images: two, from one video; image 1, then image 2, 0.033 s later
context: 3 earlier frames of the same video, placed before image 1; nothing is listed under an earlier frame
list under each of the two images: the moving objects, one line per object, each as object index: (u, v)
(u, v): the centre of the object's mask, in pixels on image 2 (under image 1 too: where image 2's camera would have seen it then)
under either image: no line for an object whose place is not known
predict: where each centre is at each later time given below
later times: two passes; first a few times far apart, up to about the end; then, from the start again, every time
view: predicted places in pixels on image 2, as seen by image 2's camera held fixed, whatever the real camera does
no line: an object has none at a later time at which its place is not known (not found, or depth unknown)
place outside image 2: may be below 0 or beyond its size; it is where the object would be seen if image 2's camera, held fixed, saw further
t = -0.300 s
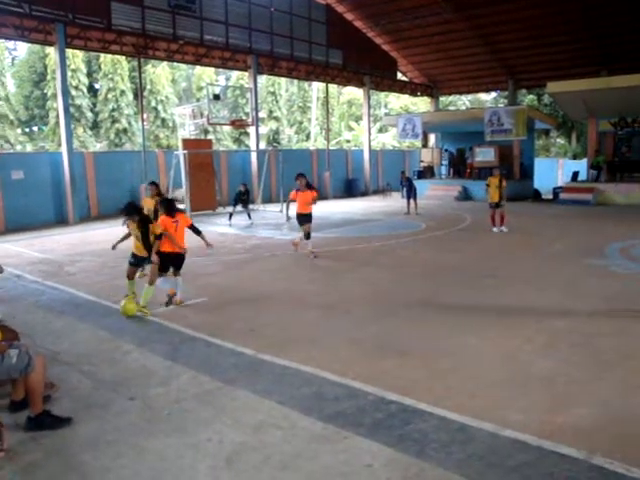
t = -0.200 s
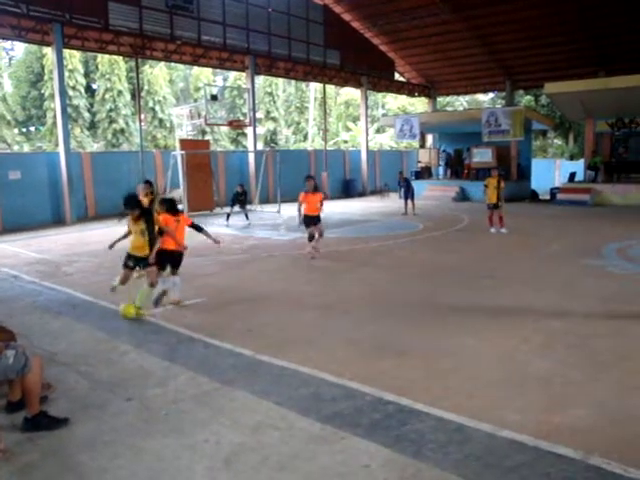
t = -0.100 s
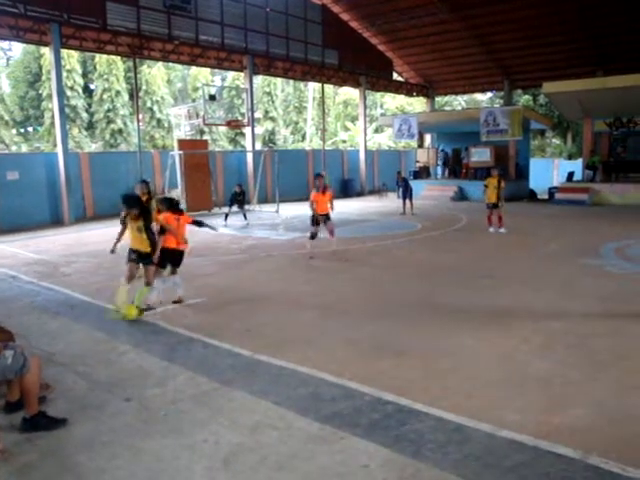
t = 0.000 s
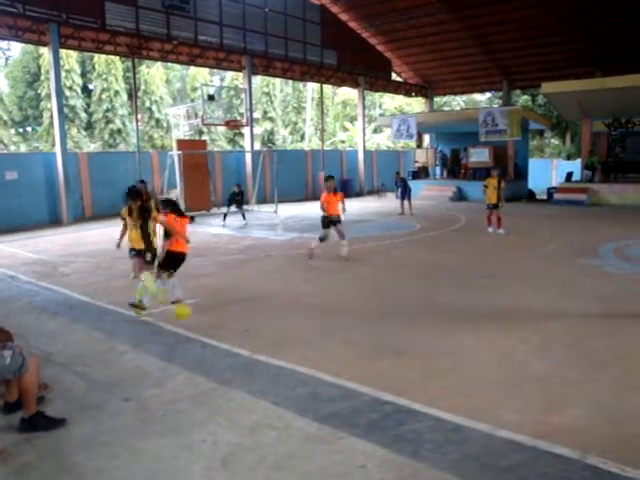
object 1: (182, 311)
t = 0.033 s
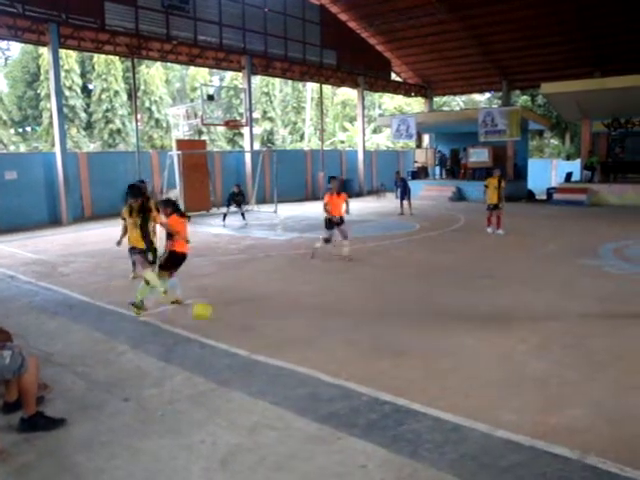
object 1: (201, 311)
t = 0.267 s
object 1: (339, 316)
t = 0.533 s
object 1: (485, 321)
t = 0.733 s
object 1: (596, 322)
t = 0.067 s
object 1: (221, 312)
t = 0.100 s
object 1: (242, 315)
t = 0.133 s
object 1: (264, 318)
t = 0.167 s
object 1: (281, 317)
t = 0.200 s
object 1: (300, 315)
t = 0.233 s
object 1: (319, 313)
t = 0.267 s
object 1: (339, 316)
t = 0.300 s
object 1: (357, 317)
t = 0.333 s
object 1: (377, 320)
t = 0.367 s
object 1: (396, 320)
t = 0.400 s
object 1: (413, 318)
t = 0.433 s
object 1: (431, 318)
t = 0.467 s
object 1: (449, 318)
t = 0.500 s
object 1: (467, 320)
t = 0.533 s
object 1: (485, 321)
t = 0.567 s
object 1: (504, 321)
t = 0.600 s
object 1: (522, 322)
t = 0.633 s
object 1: (541, 323)
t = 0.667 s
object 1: (558, 322)
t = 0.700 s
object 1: (577, 321)
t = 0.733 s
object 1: (596, 322)
